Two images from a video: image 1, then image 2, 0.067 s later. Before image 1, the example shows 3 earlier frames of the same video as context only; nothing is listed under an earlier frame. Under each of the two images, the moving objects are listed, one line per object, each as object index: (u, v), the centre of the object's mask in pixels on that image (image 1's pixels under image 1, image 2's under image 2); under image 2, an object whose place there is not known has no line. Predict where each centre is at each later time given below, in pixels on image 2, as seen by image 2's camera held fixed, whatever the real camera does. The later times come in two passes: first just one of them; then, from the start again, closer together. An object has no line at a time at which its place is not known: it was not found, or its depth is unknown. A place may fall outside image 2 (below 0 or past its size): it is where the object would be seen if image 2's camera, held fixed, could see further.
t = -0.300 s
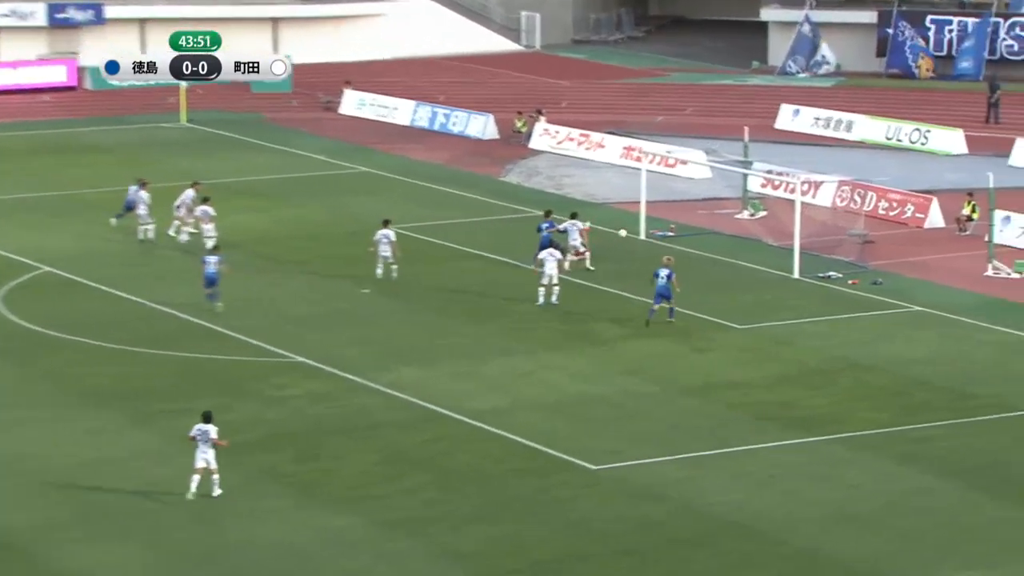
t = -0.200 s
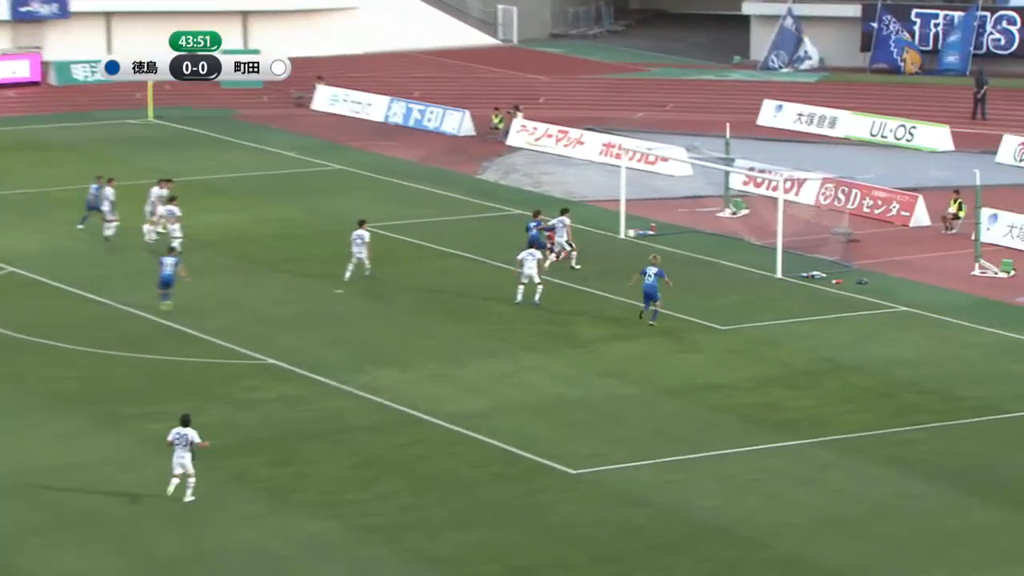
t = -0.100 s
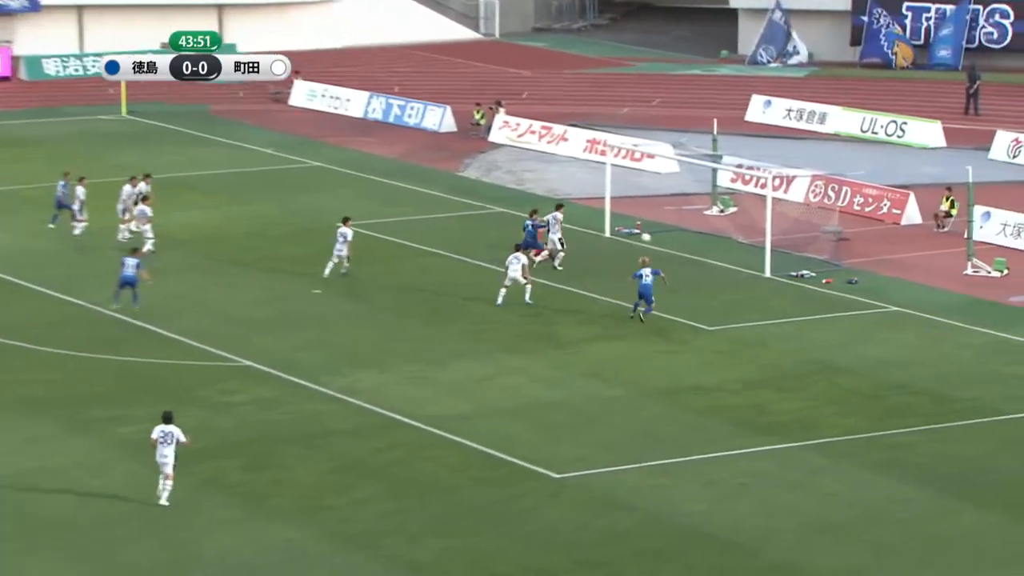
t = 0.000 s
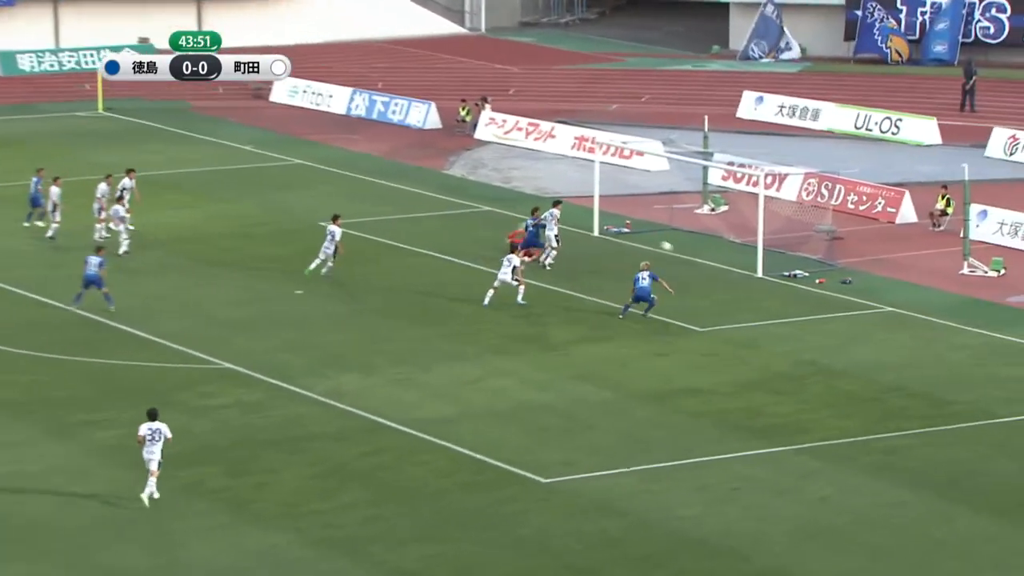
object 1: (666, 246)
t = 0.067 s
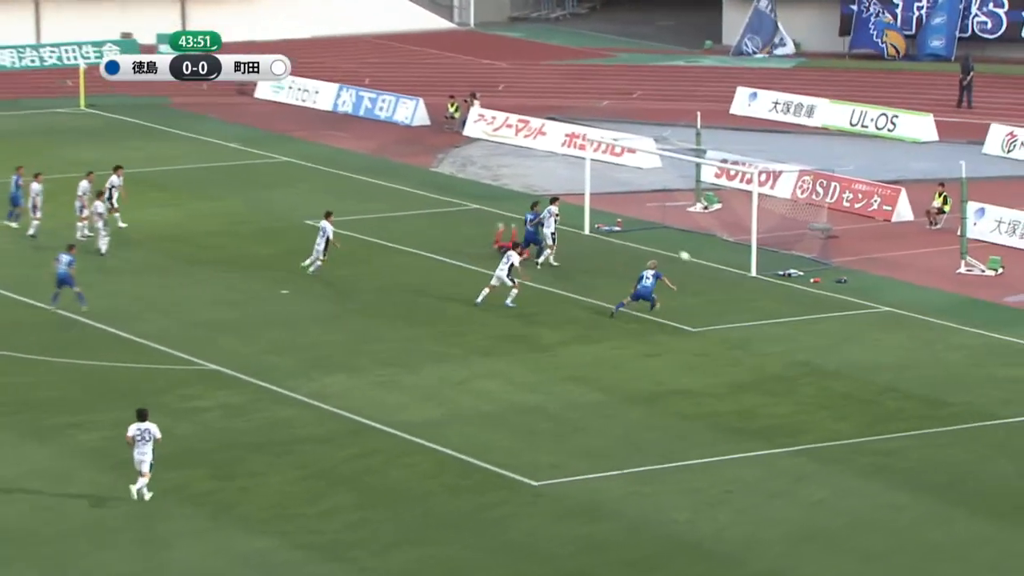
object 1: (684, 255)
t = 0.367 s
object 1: (776, 286)
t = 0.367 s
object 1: (776, 286)
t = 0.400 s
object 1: (782, 285)
